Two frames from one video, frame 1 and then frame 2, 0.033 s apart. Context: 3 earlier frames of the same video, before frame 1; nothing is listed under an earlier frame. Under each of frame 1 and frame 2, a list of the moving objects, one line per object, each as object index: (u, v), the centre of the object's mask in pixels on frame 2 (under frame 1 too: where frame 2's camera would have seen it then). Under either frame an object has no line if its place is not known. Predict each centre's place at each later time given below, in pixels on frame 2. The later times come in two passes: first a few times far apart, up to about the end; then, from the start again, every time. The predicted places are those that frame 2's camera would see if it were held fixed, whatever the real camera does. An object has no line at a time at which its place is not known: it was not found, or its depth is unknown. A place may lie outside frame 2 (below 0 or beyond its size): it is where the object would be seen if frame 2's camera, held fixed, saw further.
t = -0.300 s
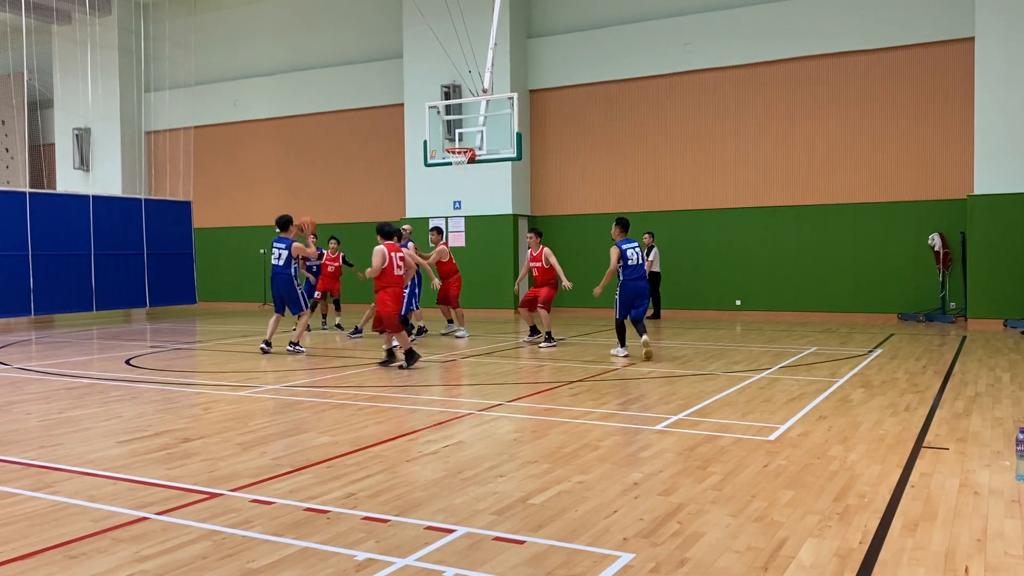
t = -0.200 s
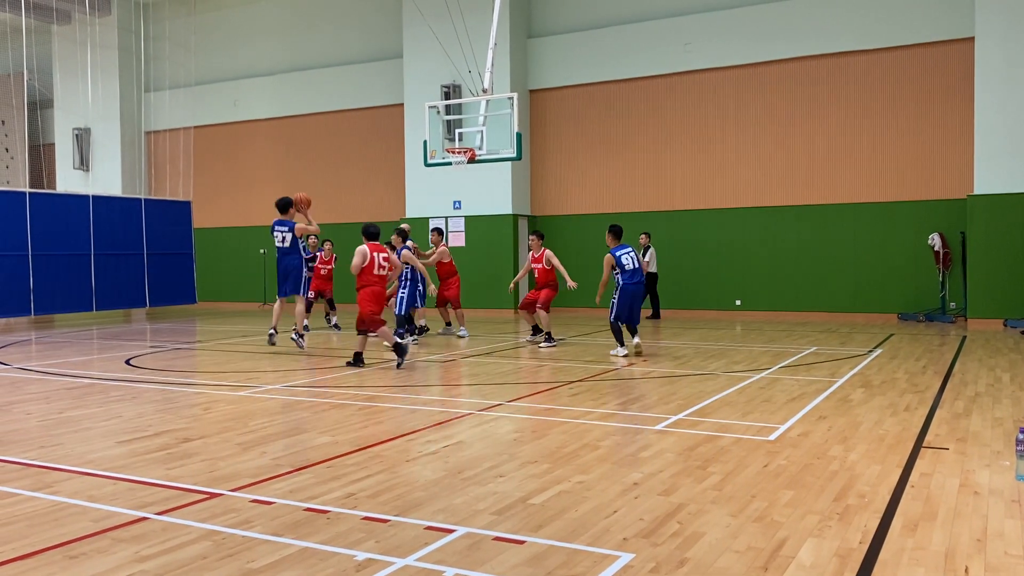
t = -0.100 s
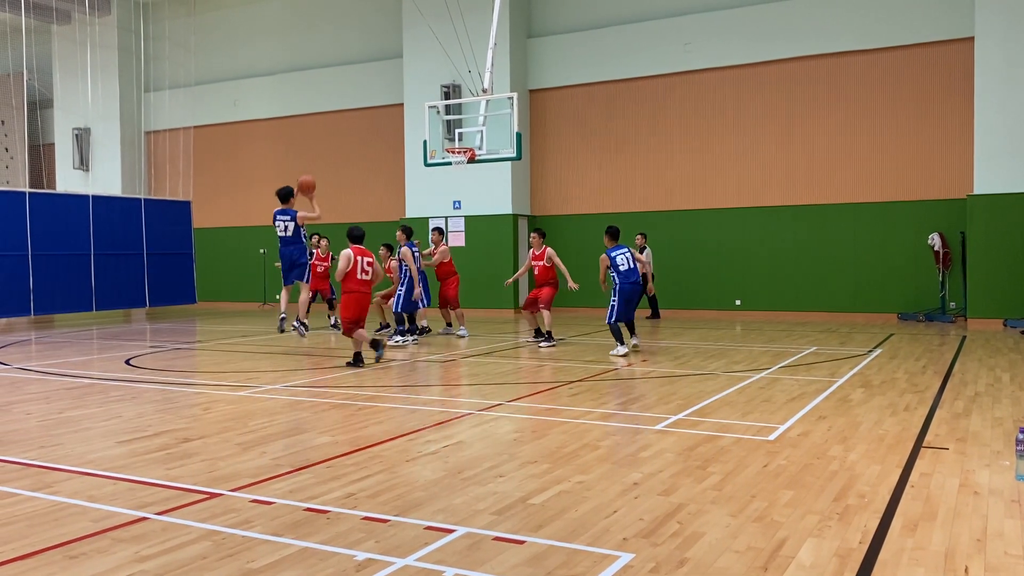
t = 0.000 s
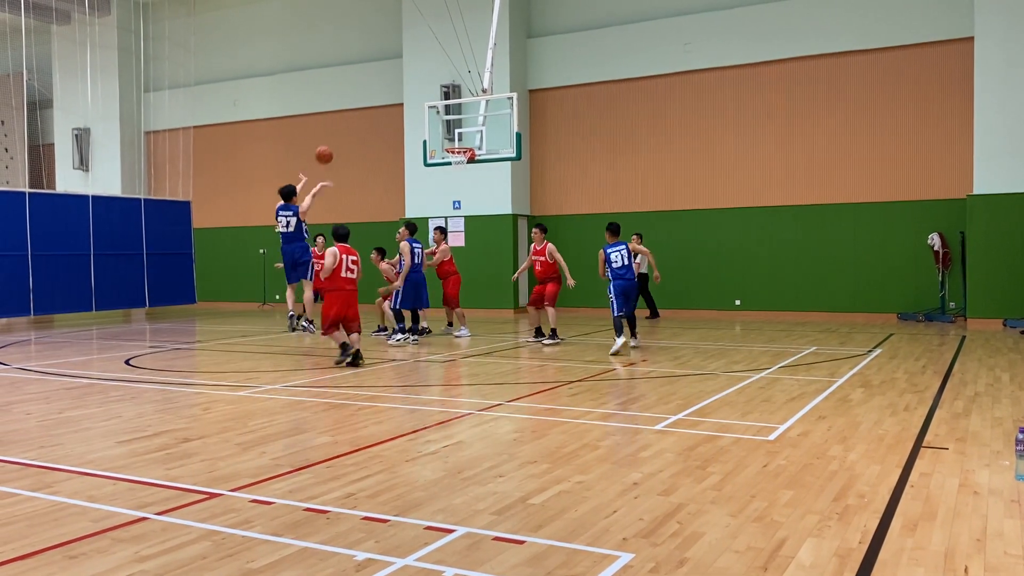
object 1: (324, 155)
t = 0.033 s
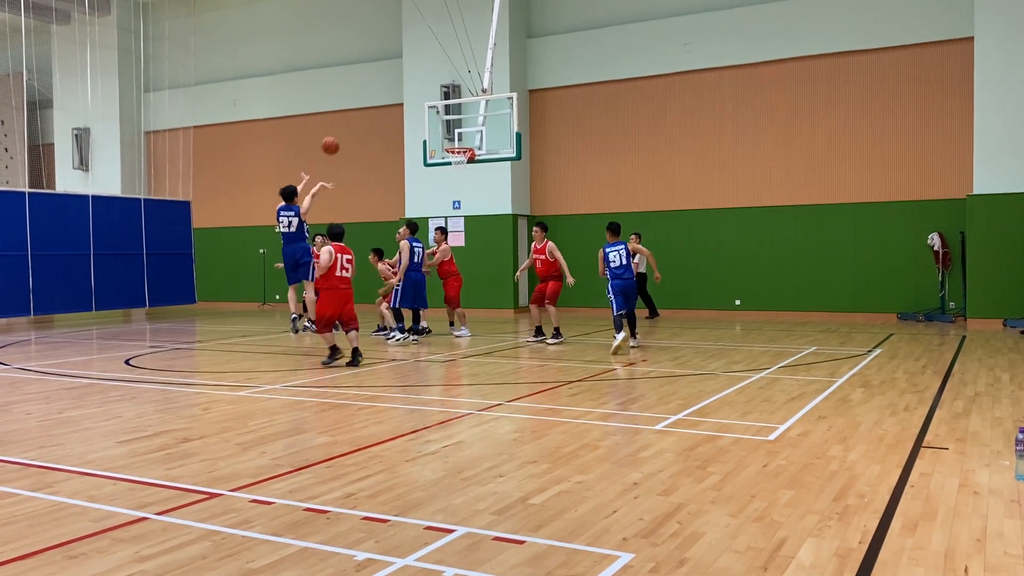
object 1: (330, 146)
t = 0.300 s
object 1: (377, 106)
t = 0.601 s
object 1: (421, 119)
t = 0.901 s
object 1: (430, 142)
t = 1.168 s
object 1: (400, 156)
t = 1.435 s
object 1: (367, 201)
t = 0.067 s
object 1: (336, 137)
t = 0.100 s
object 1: (342, 130)
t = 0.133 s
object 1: (348, 124)
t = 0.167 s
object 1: (354, 119)
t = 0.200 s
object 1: (360, 114)
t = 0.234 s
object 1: (366, 111)
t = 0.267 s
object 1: (372, 108)
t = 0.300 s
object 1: (377, 106)
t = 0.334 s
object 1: (382, 104)
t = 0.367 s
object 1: (388, 103)
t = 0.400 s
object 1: (393, 104)
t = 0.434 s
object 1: (398, 105)
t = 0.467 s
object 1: (402, 106)
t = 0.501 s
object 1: (407, 108)
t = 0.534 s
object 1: (412, 111)
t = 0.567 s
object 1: (416, 115)
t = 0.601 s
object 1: (421, 119)
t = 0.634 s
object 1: (425, 123)
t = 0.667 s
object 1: (429, 128)
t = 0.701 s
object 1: (434, 134)
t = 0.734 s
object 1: (438, 140)
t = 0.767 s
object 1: (441, 144)
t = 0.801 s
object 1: (438, 143)
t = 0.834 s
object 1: (436, 142)
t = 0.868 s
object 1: (433, 142)
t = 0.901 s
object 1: (430, 142)
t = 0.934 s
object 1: (427, 144)
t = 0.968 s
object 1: (425, 145)
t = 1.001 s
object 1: (422, 147)
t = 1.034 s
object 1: (417, 148)
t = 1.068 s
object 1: (413, 149)
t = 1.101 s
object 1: (409, 151)
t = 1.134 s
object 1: (405, 153)
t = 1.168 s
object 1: (400, 156)
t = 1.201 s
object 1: (396, 159)
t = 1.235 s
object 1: (392, 164)
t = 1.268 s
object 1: (388, 169)
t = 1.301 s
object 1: (384, 174)
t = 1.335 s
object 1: (380, 180)
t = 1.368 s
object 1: (375, 187)
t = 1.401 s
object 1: (371, 194)
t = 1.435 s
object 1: (367, 201)
